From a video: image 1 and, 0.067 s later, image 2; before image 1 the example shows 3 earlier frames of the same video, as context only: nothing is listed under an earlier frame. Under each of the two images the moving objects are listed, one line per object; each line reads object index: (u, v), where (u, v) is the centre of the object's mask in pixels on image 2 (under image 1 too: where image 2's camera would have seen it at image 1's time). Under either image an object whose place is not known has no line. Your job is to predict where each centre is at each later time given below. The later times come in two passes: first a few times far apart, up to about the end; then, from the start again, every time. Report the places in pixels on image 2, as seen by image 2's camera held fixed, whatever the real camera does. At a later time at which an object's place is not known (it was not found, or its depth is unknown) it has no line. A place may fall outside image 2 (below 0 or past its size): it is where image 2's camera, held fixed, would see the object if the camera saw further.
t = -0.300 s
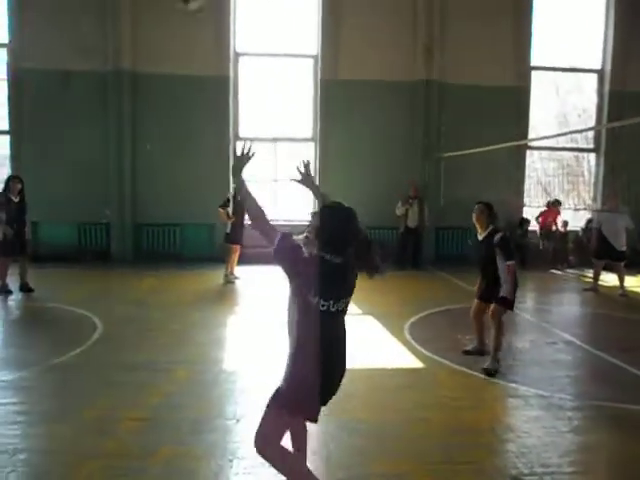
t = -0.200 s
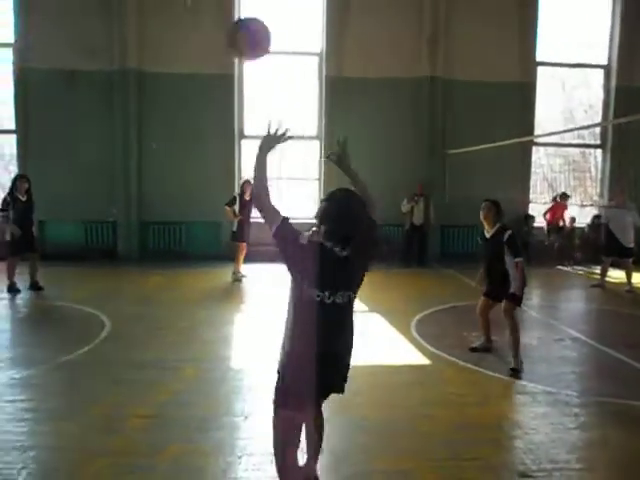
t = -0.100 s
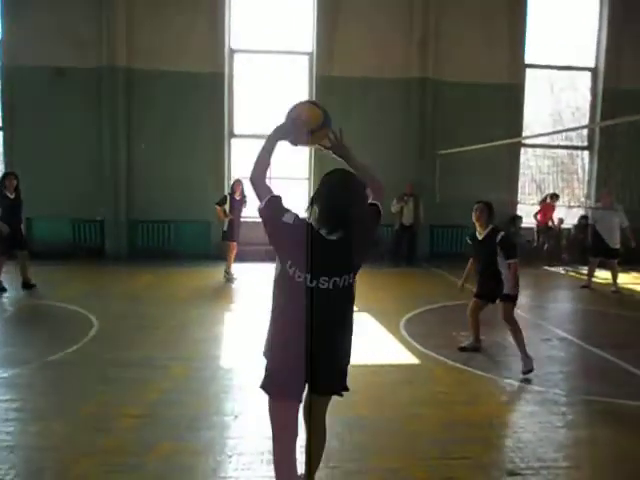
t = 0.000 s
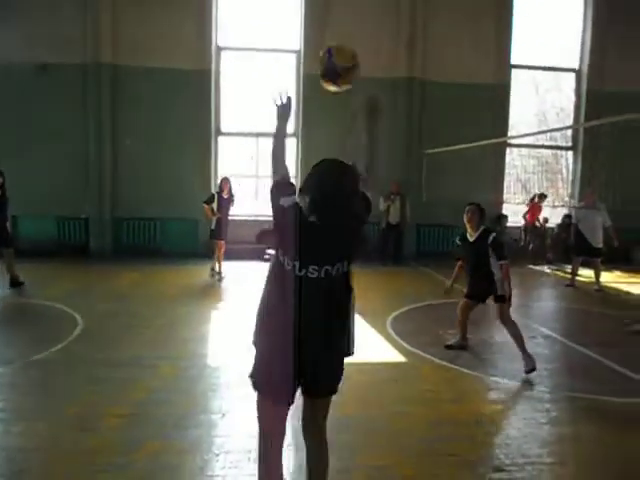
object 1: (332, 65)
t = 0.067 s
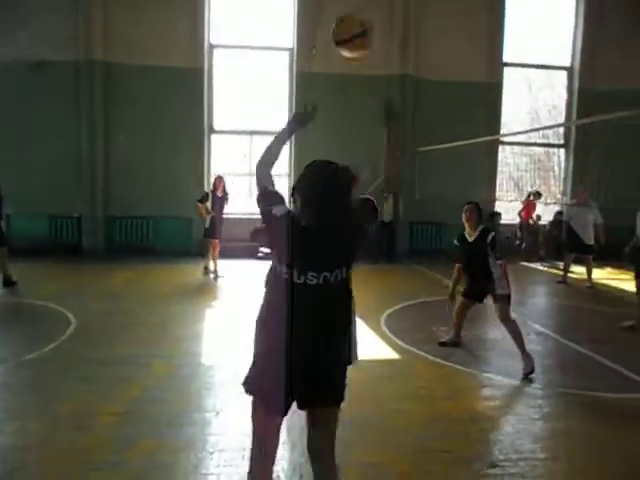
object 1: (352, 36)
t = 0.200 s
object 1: (384, 12)
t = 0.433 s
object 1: (422, 34)
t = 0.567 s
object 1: (437, 74)
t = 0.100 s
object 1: (361, 24)
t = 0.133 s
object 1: (370, 18)
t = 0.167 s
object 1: (376, 15)
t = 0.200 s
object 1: (384, 12)
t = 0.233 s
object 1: (390, 11)
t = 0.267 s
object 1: (397, 10)
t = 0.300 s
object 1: (403, 10)
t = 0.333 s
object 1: (407, 10)
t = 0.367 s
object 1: (414, 12)
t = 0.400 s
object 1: (418, 16)
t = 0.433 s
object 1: (422, 34)
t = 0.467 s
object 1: (427, 41)
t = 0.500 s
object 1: (431, 52)
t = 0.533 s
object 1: (434, 62)
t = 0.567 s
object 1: (437, 74)
